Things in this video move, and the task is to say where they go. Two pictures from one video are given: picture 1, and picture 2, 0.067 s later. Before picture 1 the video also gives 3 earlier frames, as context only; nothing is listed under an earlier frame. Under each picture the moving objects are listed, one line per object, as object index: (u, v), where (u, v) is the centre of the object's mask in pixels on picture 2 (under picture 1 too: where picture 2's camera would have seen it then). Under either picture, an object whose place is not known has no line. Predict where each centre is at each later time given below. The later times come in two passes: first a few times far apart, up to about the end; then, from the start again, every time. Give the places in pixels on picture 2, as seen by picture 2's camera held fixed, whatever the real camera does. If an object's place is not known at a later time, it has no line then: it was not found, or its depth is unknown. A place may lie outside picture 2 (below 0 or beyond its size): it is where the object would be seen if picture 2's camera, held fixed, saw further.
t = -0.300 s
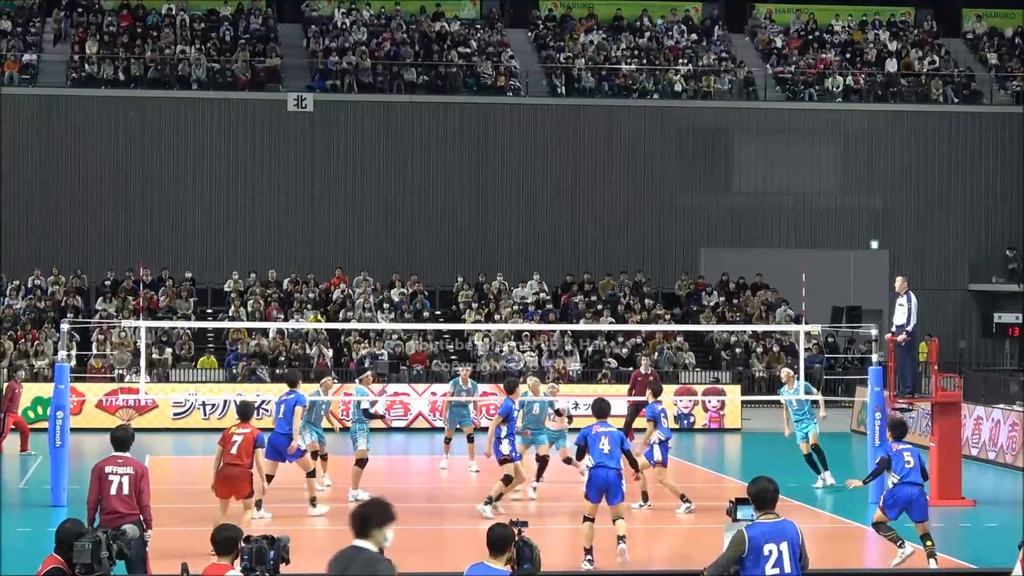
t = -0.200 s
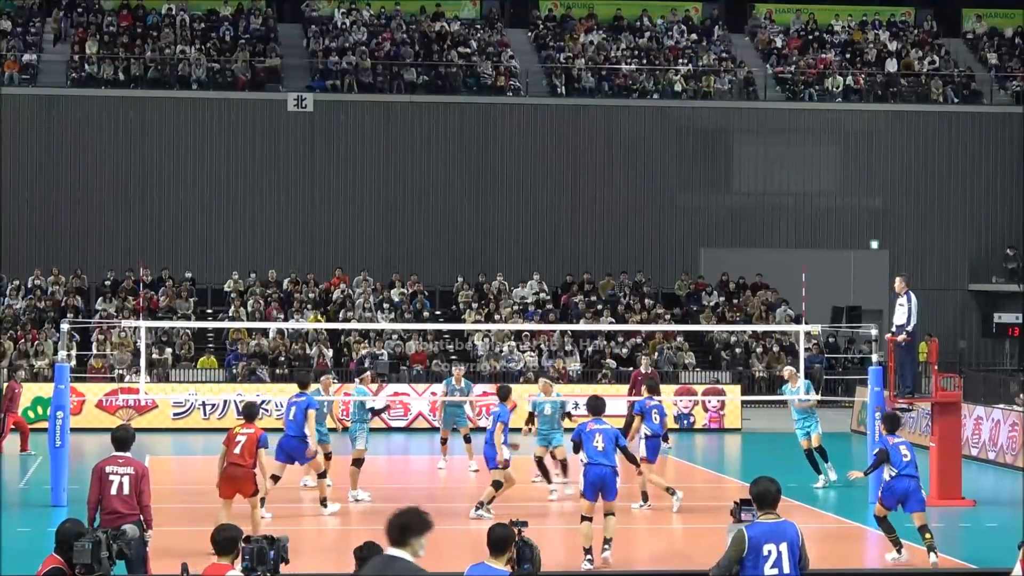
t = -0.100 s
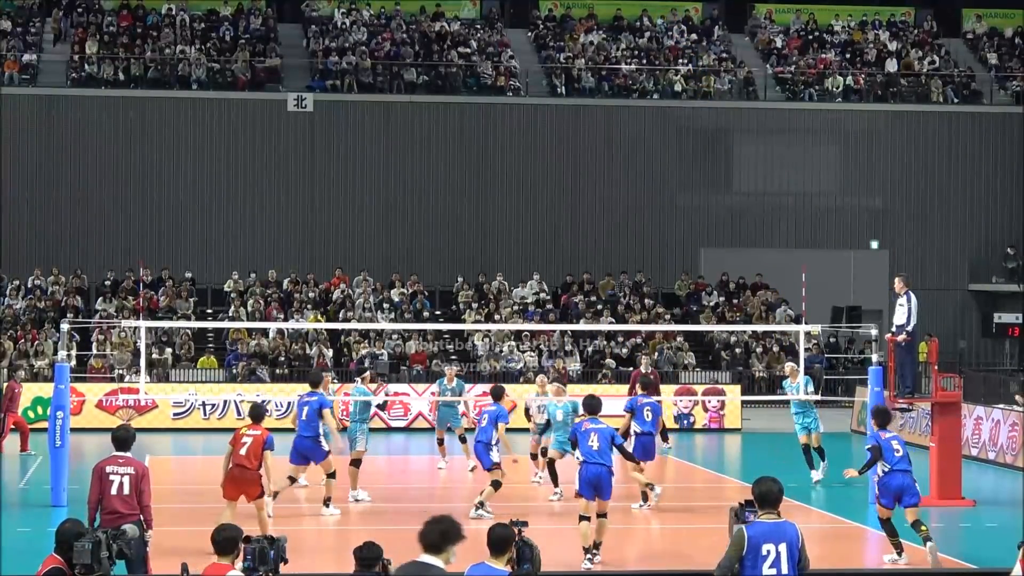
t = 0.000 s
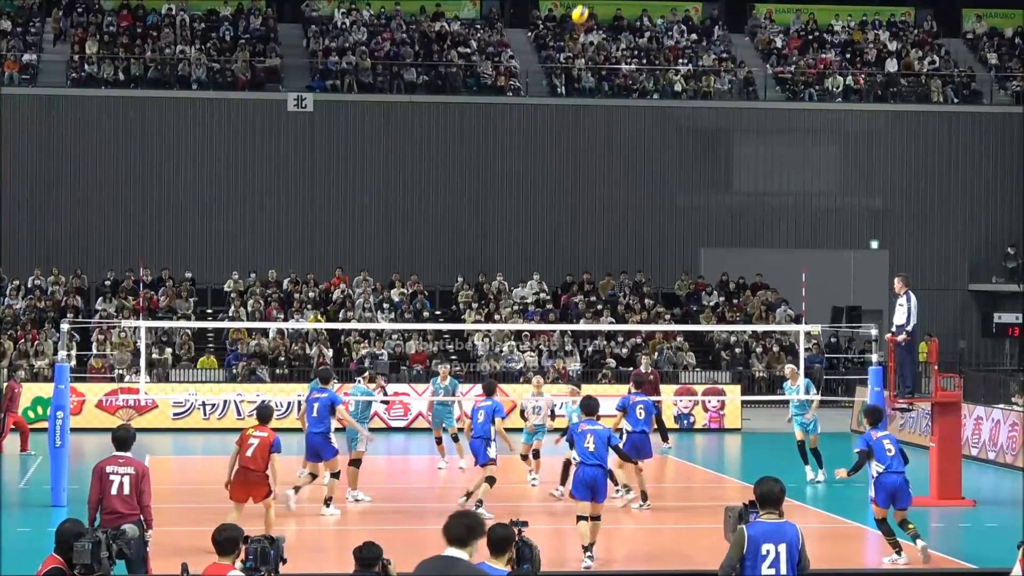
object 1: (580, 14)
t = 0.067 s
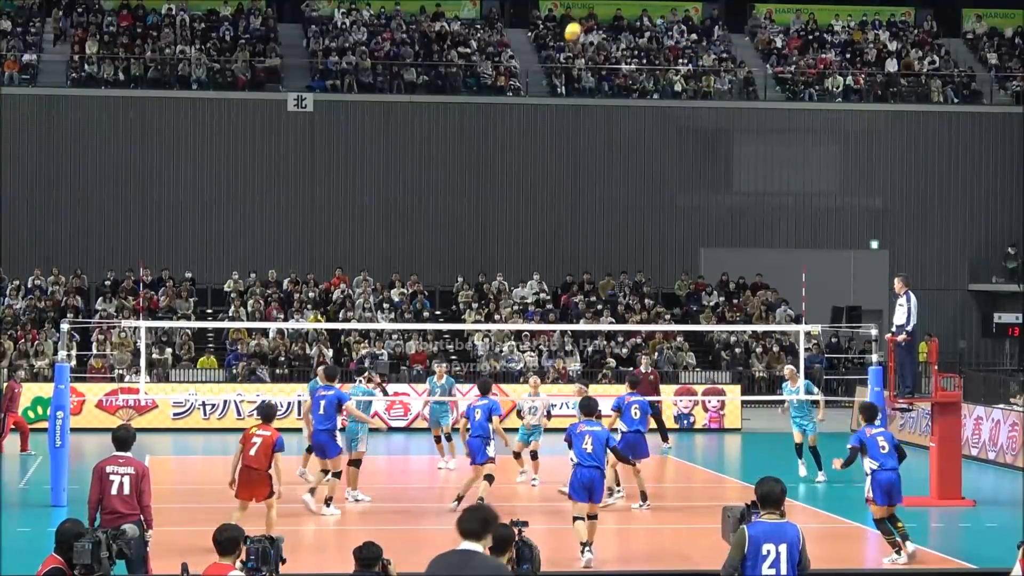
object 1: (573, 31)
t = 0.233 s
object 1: (554, 86)
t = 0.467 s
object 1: (530, 188)
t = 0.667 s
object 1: (508, 296)
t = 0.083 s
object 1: (571, 36)
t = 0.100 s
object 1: (570, 41)
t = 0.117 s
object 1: (567, 47)
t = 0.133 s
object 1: (565, 52)
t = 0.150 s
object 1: (564, 57)
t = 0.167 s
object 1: (562, 63)
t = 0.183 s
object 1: (560, 68)
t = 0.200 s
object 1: (558, 74)
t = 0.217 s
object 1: (556, 80)
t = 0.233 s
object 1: (554, 86)
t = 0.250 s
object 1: (553, 92)
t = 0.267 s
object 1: (551, 99)
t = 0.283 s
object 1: (550, 106)
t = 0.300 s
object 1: (548, 113)
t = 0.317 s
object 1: (546, 120)
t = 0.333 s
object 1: (544, 127)
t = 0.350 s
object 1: (542, 134)
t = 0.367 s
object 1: (540, 141)
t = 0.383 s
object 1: (539, 149)
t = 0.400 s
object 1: (536, 156)
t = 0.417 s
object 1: (535, 163)
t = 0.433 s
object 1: (533, 172)
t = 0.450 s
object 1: (531, 180)
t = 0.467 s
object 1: (530, 188)
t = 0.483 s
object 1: (528, 196)
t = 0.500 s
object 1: (526, 205)
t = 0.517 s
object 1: (524, 213)
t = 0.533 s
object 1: (522, 222)
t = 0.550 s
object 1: (521, 231)
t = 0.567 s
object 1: (519, 240)
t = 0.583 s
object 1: (517, 248)
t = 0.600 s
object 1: (515, 257)
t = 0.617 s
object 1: (513, 268)
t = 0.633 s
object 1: (512, 276)
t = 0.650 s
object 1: (510, 286)
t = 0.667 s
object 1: (508, 296)
